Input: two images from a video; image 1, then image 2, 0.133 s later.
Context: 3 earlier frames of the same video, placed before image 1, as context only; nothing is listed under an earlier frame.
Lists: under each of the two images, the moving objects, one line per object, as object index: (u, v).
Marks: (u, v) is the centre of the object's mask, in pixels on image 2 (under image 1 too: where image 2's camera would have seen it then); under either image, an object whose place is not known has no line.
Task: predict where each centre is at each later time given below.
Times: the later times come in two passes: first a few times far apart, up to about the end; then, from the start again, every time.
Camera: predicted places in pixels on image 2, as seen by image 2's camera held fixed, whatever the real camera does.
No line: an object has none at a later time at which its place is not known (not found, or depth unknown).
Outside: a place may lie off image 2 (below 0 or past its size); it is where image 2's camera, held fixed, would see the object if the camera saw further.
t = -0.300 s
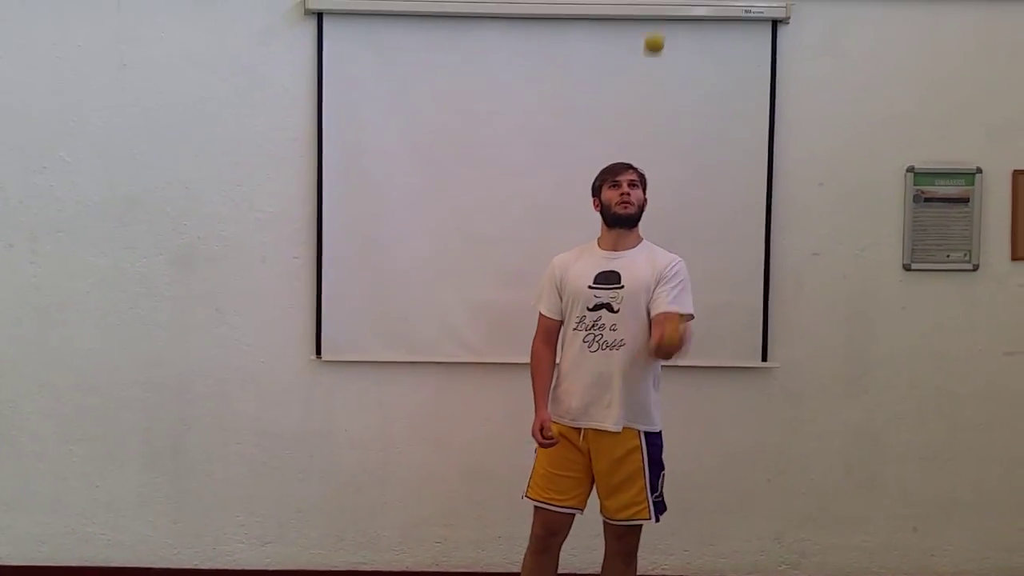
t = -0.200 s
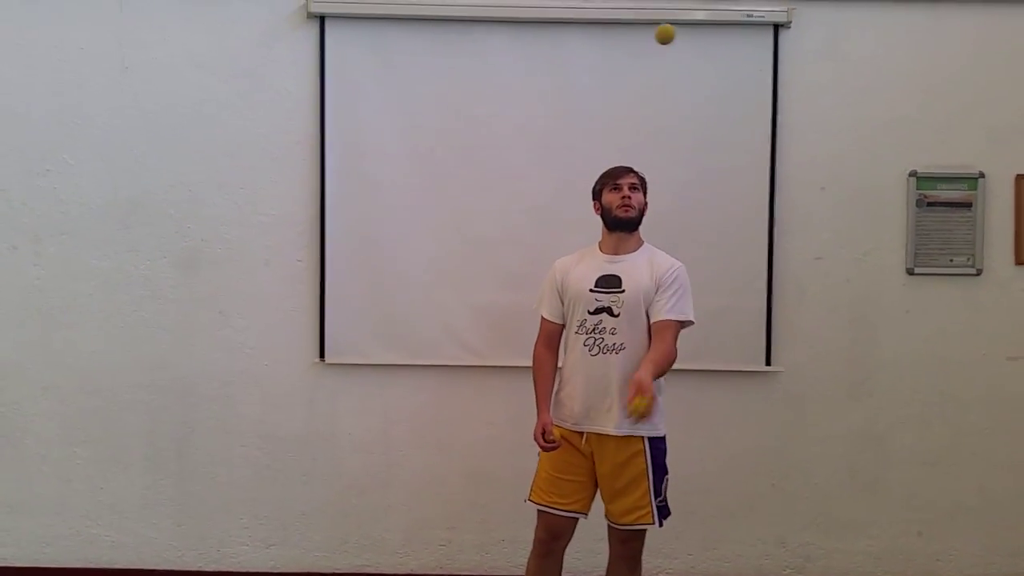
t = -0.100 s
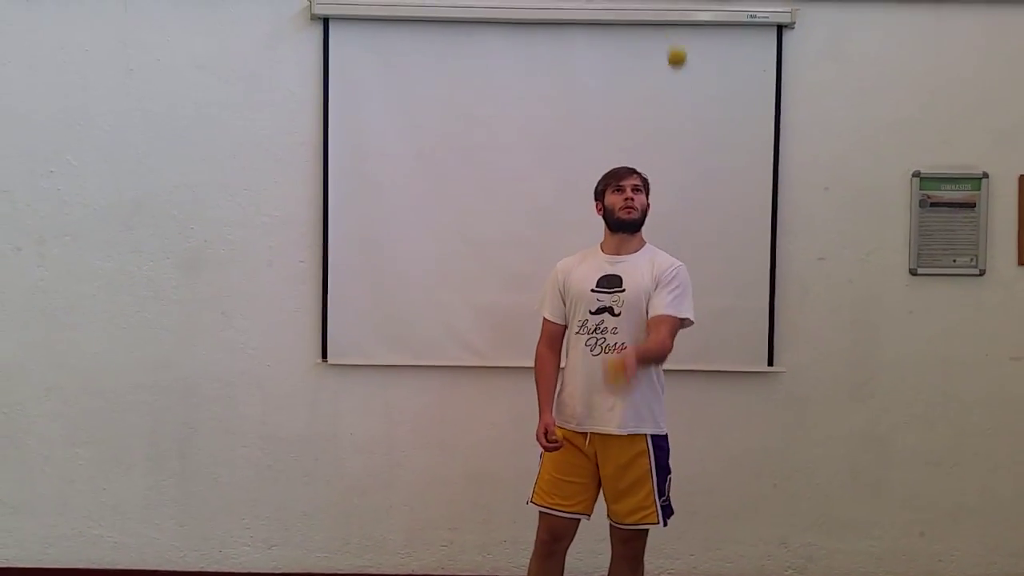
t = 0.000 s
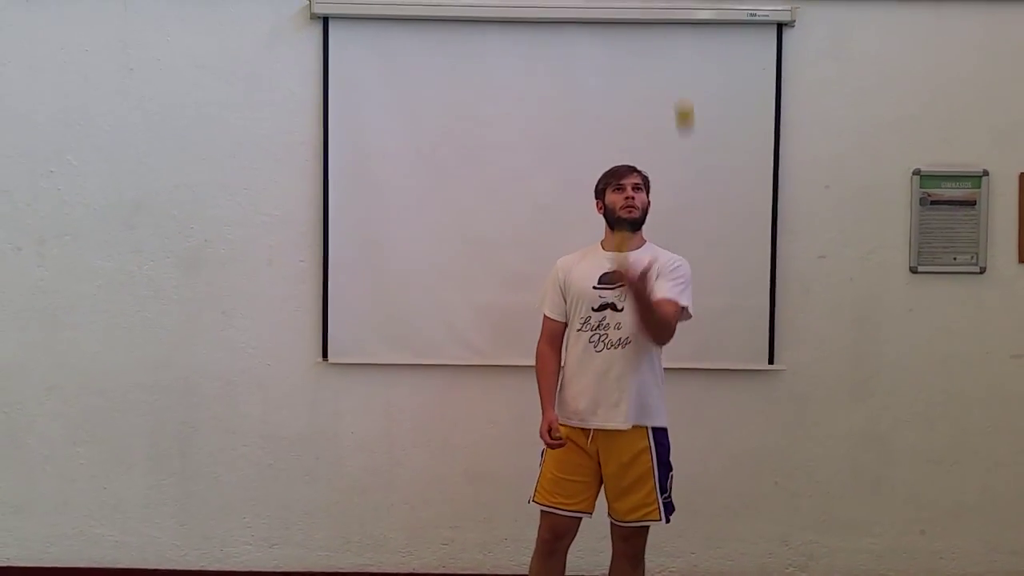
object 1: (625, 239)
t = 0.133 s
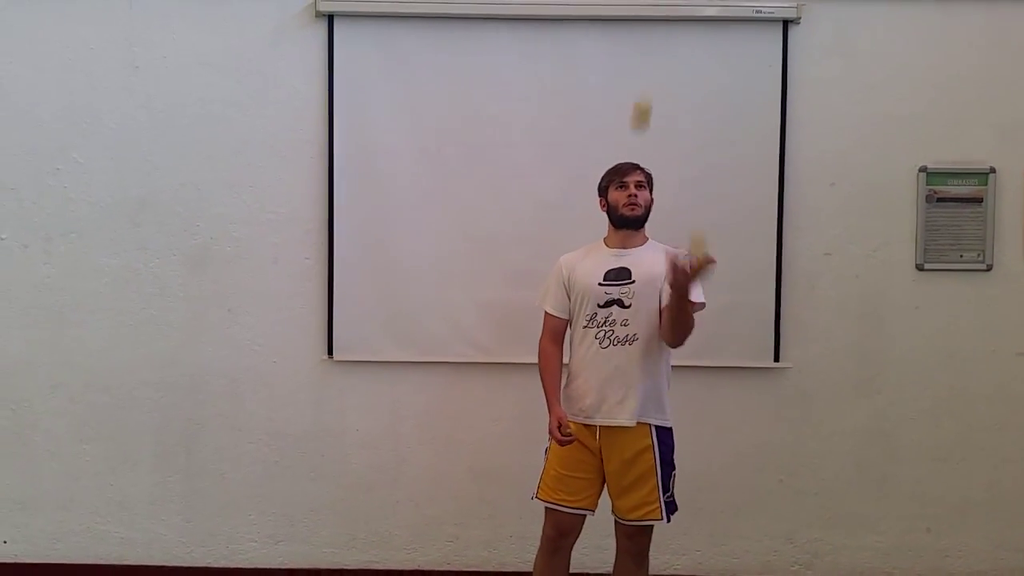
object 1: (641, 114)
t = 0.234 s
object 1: (652, 50)
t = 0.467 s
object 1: (673, 38)
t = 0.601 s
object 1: (682, 124)
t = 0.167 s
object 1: (645, 89)
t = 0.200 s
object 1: (648, 67)
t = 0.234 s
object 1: (652, 50)
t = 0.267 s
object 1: (655, 36)
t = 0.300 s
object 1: (658, 26)
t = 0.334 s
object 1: (662, 22)
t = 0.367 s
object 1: (665, 20)
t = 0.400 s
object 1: (668, 22)
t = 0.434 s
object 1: (671, 28)
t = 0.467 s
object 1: (673, 38)
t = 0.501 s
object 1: (675, 53)
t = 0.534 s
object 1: (678, 72)
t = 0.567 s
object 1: (680, 97)
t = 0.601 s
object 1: (682, 124)
